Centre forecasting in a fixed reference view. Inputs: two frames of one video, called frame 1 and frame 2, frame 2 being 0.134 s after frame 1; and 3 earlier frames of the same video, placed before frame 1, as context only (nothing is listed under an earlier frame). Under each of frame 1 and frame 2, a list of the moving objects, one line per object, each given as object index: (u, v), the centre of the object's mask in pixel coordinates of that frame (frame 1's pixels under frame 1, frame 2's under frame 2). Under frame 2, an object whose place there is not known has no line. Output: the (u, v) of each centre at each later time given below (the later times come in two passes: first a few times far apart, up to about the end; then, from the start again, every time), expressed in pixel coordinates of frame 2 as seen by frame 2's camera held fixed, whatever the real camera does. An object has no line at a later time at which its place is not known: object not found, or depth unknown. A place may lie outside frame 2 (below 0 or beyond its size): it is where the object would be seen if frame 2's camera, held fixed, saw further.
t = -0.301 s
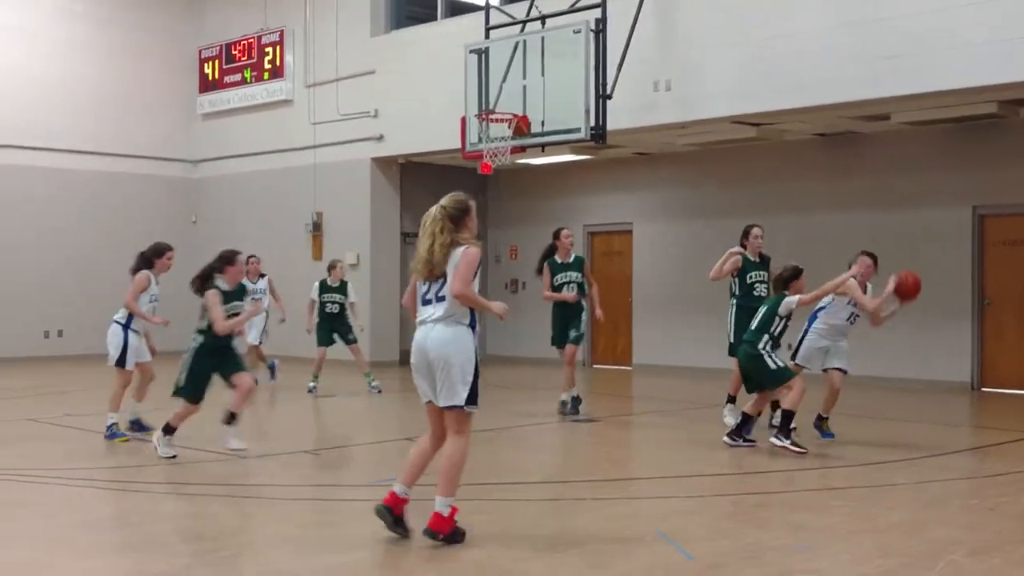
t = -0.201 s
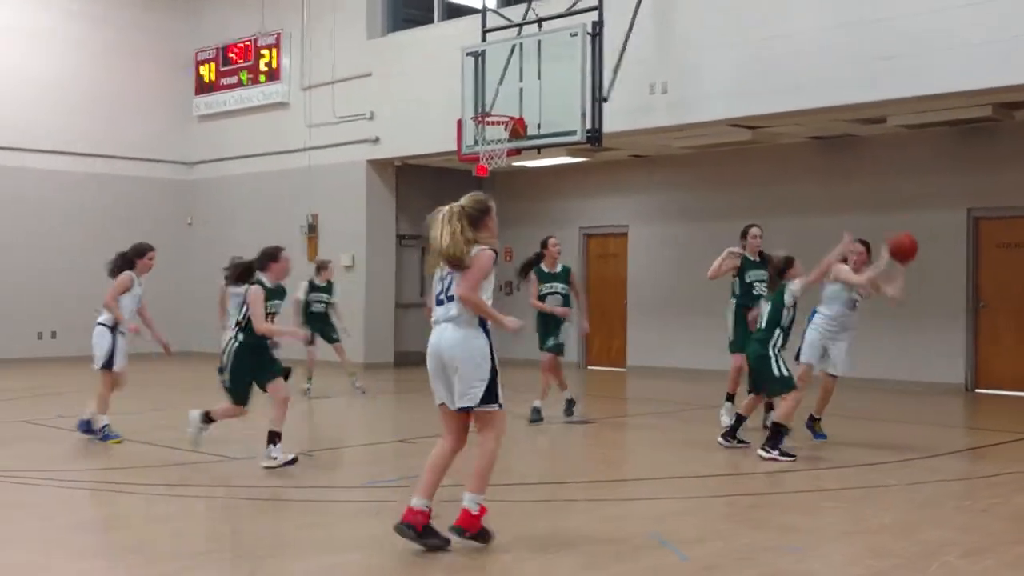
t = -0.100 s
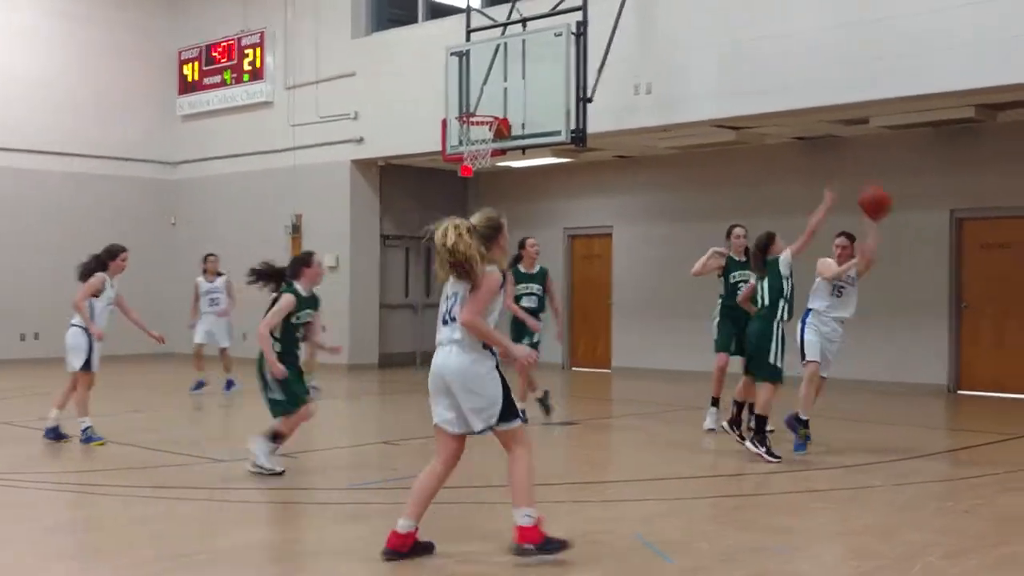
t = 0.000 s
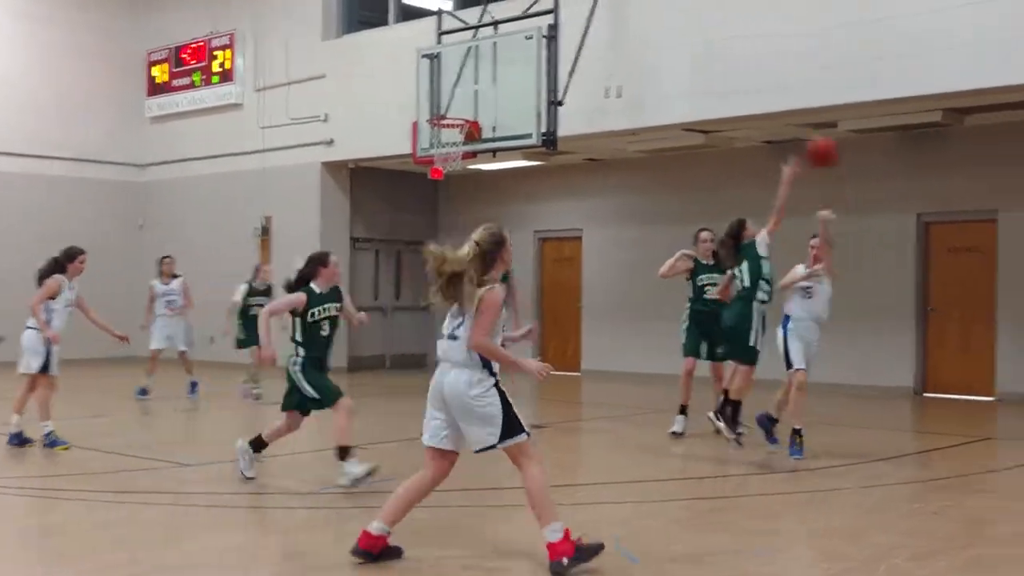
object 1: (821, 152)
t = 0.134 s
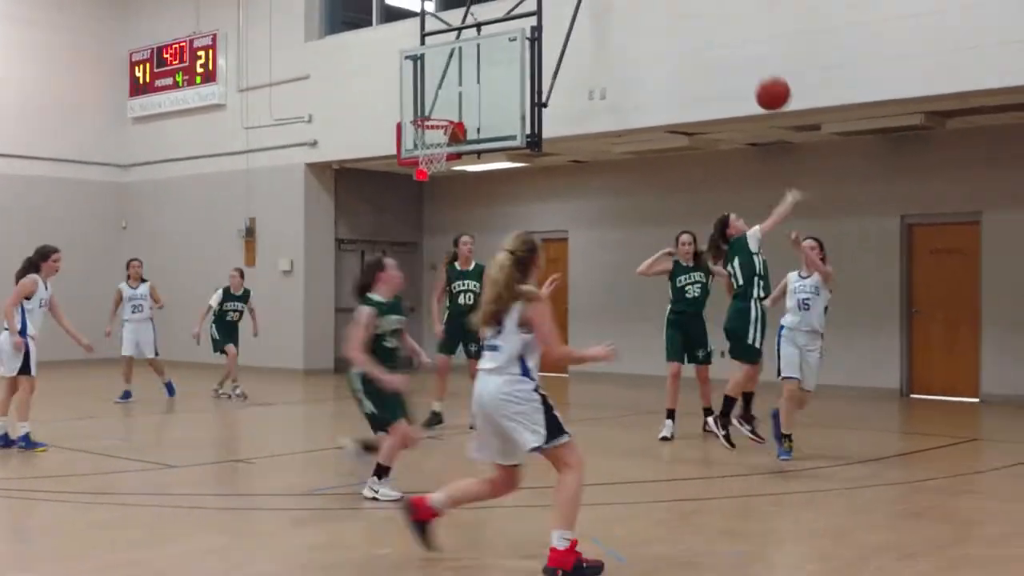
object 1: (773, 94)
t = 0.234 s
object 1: (746, 61)
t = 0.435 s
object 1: (677, 32)
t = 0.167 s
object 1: (764, 81)
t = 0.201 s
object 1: (754, 71)
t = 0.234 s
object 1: (746, 61)
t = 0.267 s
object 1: (733, 52)
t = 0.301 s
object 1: (723, 46)
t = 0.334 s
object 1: (712, 40)
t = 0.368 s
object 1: (700, 35)
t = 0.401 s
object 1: (688, 31)
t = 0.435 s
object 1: (677, 32)
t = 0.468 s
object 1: (664, 33)
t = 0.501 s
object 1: (650, 34)
